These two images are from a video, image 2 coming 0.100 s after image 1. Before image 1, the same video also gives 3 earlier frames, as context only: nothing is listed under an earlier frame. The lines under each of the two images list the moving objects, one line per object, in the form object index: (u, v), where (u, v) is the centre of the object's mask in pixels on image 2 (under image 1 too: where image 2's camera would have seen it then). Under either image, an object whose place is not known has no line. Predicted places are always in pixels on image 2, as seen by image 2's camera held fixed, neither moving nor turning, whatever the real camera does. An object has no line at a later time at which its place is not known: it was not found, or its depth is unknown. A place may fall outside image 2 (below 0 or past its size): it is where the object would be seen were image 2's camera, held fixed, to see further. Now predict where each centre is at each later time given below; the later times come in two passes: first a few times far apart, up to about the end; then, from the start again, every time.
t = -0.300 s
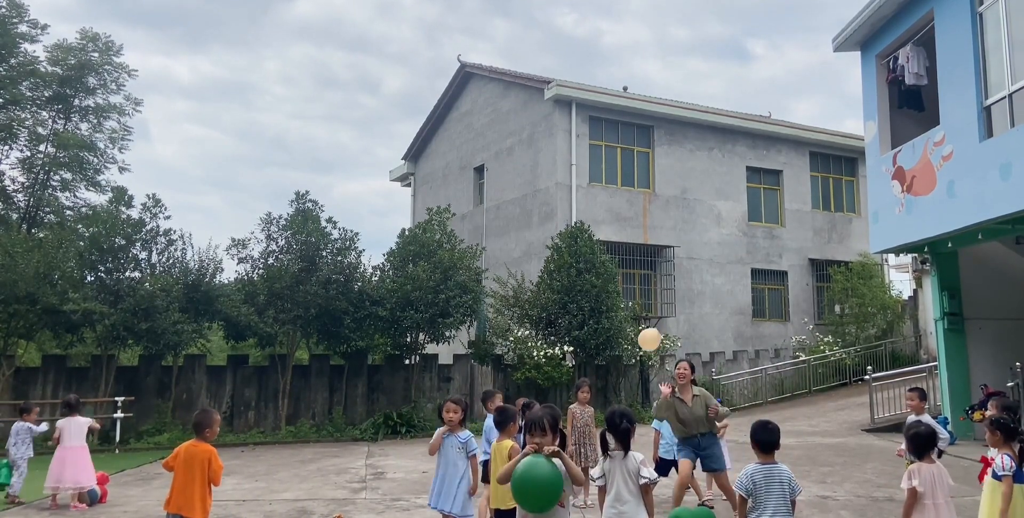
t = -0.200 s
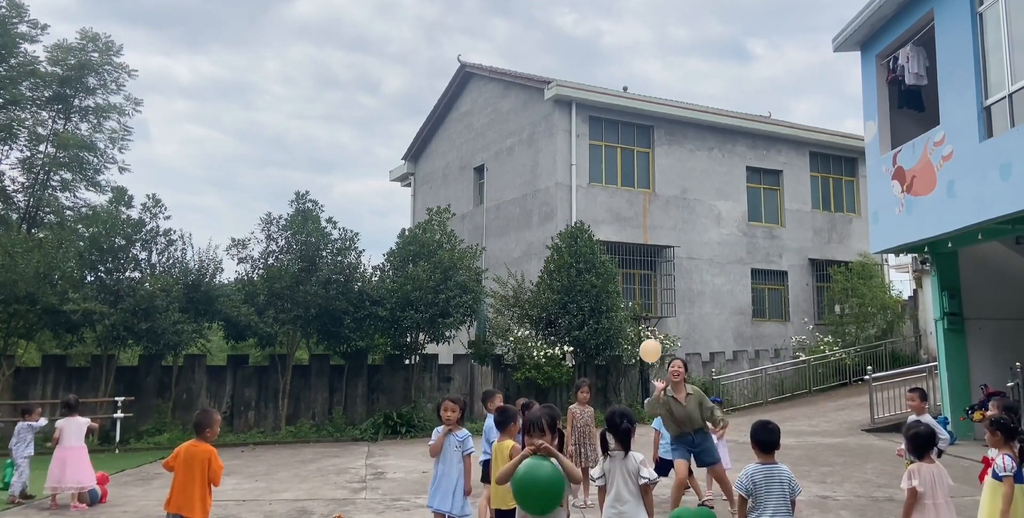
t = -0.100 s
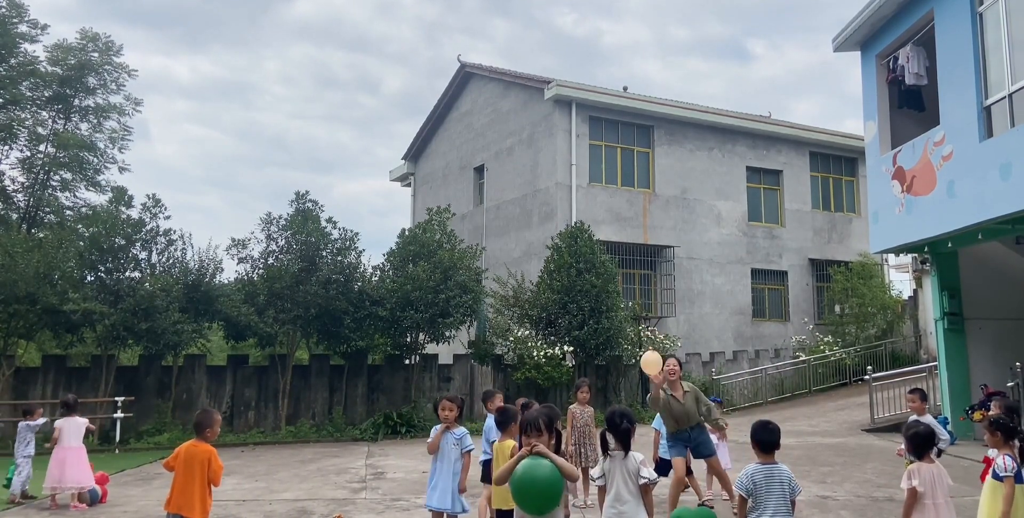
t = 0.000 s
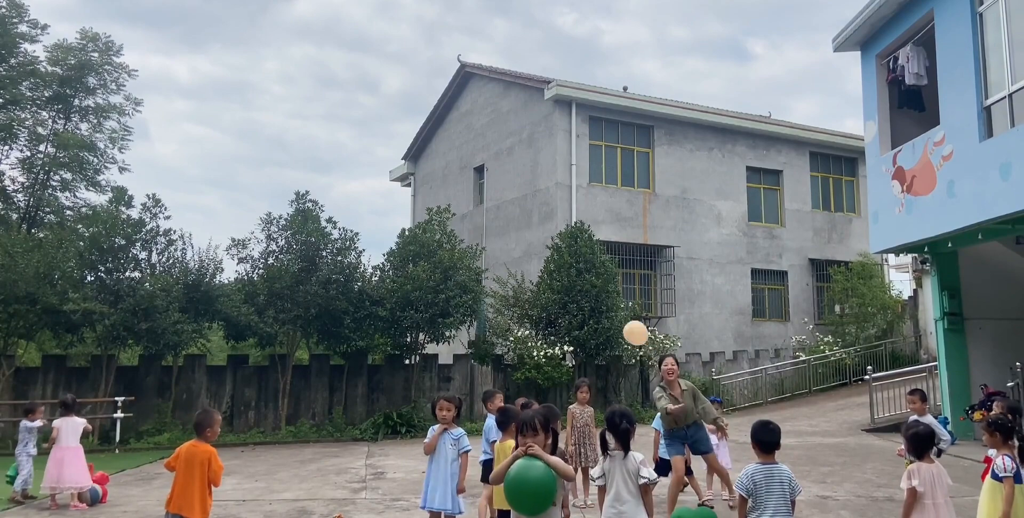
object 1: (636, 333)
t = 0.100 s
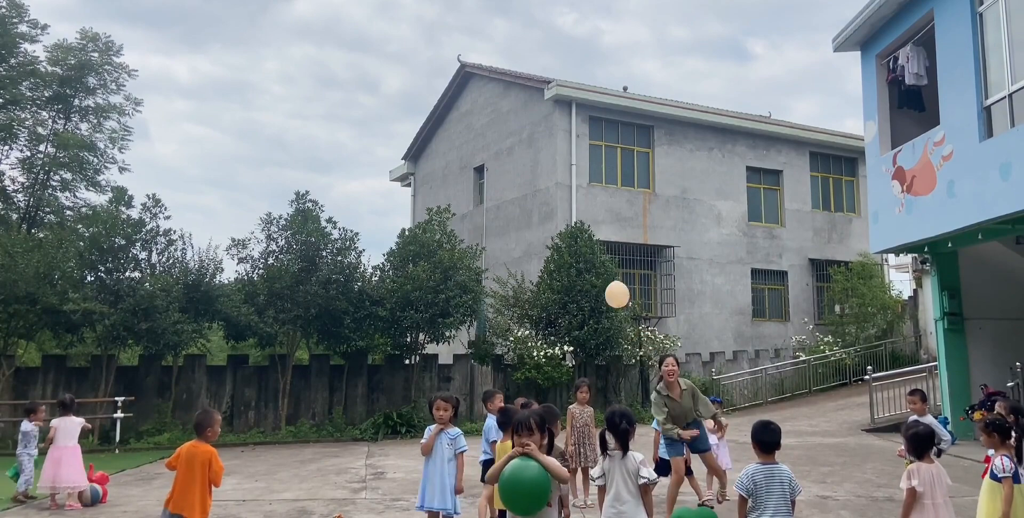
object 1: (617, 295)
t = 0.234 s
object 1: (593, 255)
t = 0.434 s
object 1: (565, 222)
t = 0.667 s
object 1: (543, 209)
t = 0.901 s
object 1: (527, 213)
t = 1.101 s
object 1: (517, 229)
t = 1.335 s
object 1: (507, 261)
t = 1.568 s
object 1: (498, 299)
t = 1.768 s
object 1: (494, 339)
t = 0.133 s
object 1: (611, 284)
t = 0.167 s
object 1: (604, 273)
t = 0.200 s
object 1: (599, 264)
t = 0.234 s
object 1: (593, 255)
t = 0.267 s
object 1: (588, 248)
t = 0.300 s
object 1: (583, 243)
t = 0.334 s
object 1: (579, 237)
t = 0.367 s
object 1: (574, 231)
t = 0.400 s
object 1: (570, 227)
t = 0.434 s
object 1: (565, 222)
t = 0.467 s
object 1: (561, 218)
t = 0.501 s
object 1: (558, 215)
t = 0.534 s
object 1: (554, 213)
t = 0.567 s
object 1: (551, 211)
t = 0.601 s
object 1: (548, 210)
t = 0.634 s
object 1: (545, 210)
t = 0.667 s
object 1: (543, 209)
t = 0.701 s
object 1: (540, 209)
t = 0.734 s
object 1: (538, 209)
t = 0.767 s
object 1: (536, 209)
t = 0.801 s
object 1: (533, 210)
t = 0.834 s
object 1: (531, 211)
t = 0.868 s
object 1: (529, 212)
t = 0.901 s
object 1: (527, 213)
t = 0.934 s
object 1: (525, 215)
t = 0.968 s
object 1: (523, 217)
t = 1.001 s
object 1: (522, 220)
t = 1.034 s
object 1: (520, 222)
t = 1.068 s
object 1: (519, 226)
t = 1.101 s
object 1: (517, 229)
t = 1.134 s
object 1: (516, 233)
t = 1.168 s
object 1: (515, 237)
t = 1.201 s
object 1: (513, 242)
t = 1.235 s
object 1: (512, 246)
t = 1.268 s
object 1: (510, 251)
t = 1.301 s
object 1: (509, 255)
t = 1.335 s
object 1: (507, 261)
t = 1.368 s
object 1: (506, 266)
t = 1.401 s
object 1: (505, 271)
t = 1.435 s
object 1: (504, 277)
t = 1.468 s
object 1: (502, 282)
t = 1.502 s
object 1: (501, 287)
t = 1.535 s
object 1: (500, 293)
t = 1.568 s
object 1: (498, 299)
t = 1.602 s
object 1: (497, 305)
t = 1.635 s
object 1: (496, 311)
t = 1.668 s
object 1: (495, 318)
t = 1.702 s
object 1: (495, 325)
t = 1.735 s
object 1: (494, 331)
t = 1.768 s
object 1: (494, 339)
